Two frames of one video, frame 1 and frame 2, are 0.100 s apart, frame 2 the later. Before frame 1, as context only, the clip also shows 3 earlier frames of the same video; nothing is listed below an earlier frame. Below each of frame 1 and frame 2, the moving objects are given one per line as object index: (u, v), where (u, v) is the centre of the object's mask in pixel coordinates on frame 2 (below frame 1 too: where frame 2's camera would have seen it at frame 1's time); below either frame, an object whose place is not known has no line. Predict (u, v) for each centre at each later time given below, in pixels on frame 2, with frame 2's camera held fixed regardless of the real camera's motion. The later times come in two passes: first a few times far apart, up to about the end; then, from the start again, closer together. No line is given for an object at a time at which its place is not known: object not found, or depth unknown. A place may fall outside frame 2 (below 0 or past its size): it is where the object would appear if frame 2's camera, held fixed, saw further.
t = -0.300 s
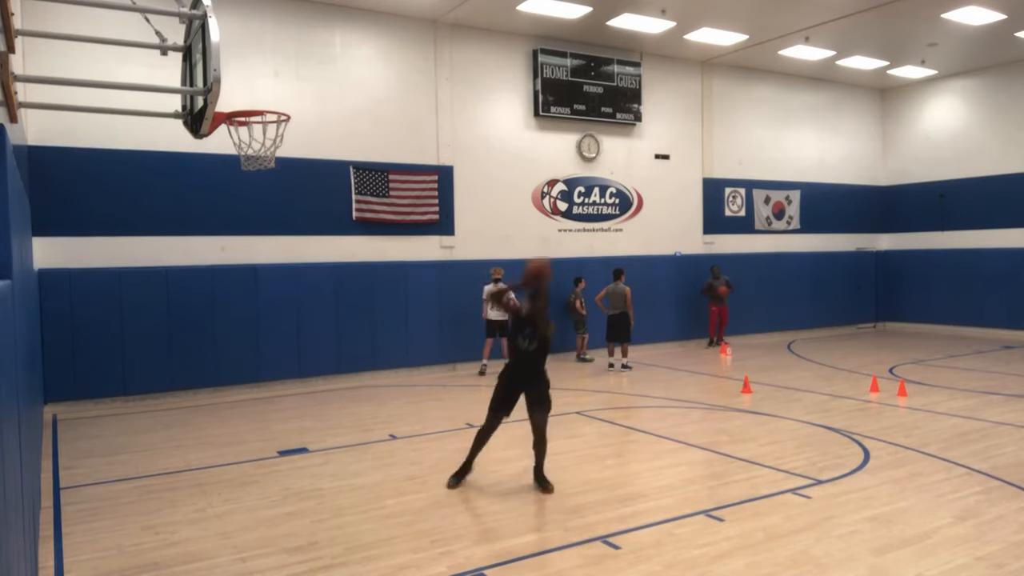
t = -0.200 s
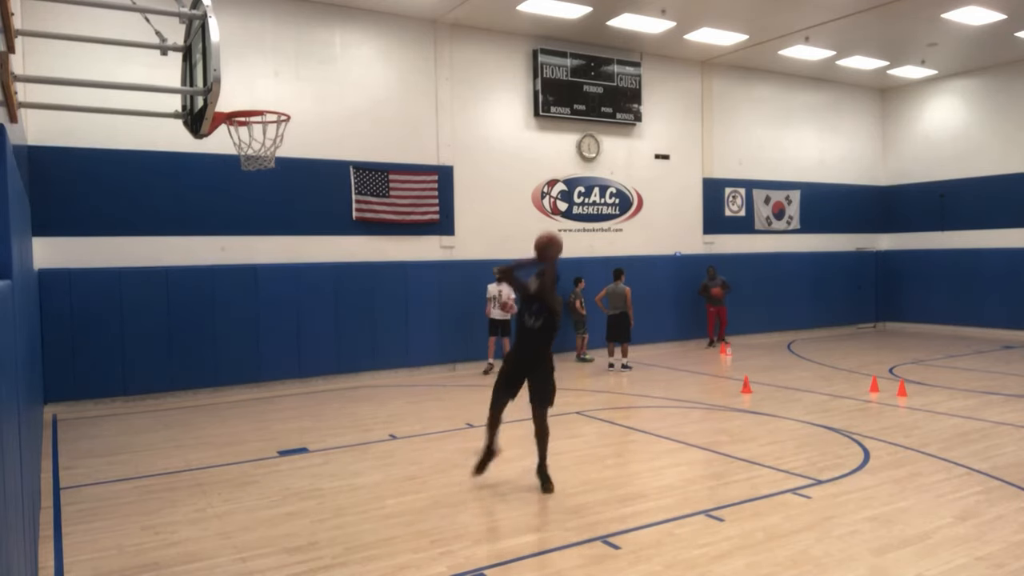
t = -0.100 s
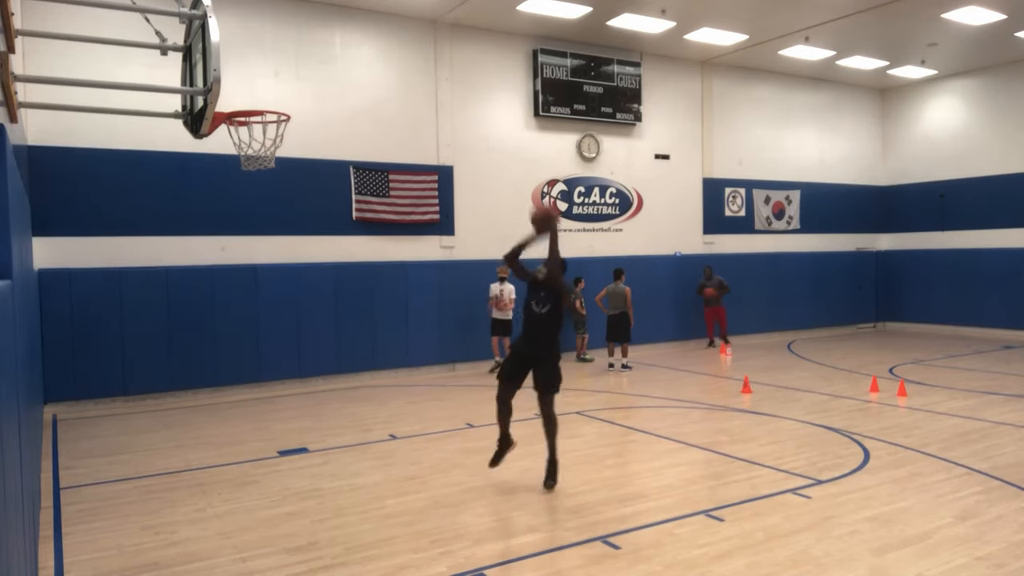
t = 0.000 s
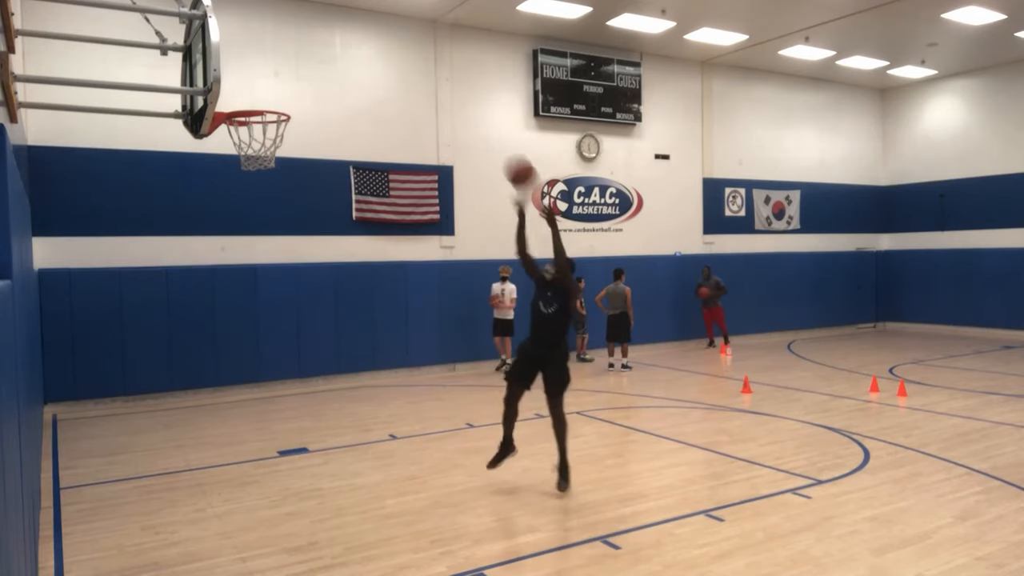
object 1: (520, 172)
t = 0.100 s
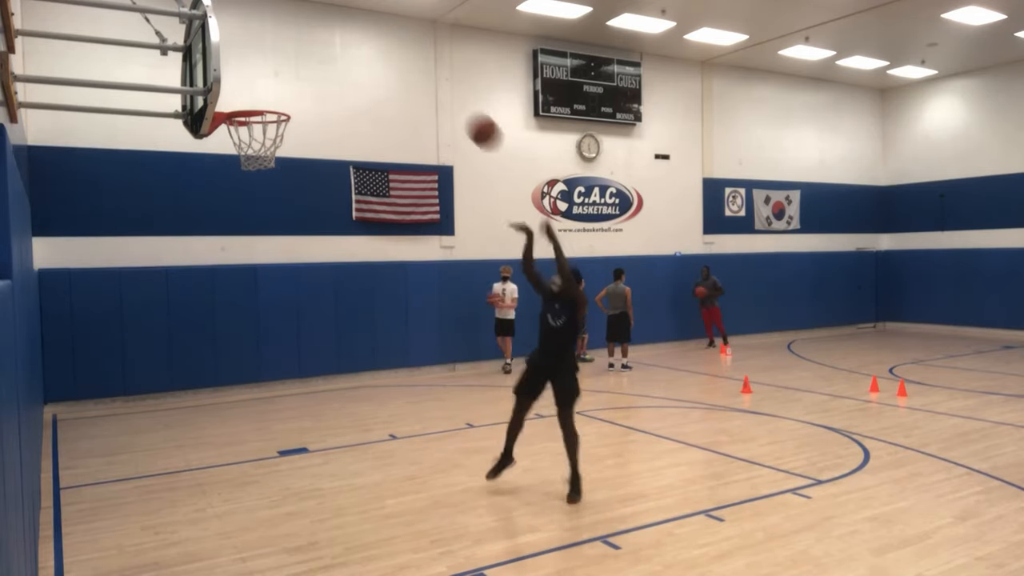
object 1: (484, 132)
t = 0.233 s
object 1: (432, 93)
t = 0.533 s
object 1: (316, 86)
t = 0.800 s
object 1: (258, 95)
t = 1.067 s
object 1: (263, 139)
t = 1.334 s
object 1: (267, 159)
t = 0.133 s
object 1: (471, 120)
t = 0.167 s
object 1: (458, 110)
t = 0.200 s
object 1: (445, 101)
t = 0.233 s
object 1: (432, 93)
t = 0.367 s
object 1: (380, 76)
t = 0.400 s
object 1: (367, 75)
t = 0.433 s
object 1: (354, 76)
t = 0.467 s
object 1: (342, 78)
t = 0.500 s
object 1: (329, 81)
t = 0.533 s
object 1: (316, 86)
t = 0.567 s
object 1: (304, 92)
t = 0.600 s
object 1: (291, 99)
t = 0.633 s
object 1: (284, 98)
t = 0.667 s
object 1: (279, 95)
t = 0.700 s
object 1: (274, 93)
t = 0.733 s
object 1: (268, 93)
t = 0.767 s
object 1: (263, 93)
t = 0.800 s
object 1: (258, 95)
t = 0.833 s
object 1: (253, 97)
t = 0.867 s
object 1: (248, 100)
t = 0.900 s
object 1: (243, 110)
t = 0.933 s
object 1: (242, 116)
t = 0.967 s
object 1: (246, 120)
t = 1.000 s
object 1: (253, 126)
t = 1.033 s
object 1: (257, 131)
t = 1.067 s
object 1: (263, 139)
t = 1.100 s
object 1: (268, 148)
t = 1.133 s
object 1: (271, 151)
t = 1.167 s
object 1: (272, 152)
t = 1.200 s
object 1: (272, 152)
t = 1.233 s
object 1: (271, 152)
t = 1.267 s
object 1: (270, 153)
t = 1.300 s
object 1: (269, 155)
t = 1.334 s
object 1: (267, 159)
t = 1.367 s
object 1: (265, 162)
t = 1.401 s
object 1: (262, 168)
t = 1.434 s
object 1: (260, 177)
